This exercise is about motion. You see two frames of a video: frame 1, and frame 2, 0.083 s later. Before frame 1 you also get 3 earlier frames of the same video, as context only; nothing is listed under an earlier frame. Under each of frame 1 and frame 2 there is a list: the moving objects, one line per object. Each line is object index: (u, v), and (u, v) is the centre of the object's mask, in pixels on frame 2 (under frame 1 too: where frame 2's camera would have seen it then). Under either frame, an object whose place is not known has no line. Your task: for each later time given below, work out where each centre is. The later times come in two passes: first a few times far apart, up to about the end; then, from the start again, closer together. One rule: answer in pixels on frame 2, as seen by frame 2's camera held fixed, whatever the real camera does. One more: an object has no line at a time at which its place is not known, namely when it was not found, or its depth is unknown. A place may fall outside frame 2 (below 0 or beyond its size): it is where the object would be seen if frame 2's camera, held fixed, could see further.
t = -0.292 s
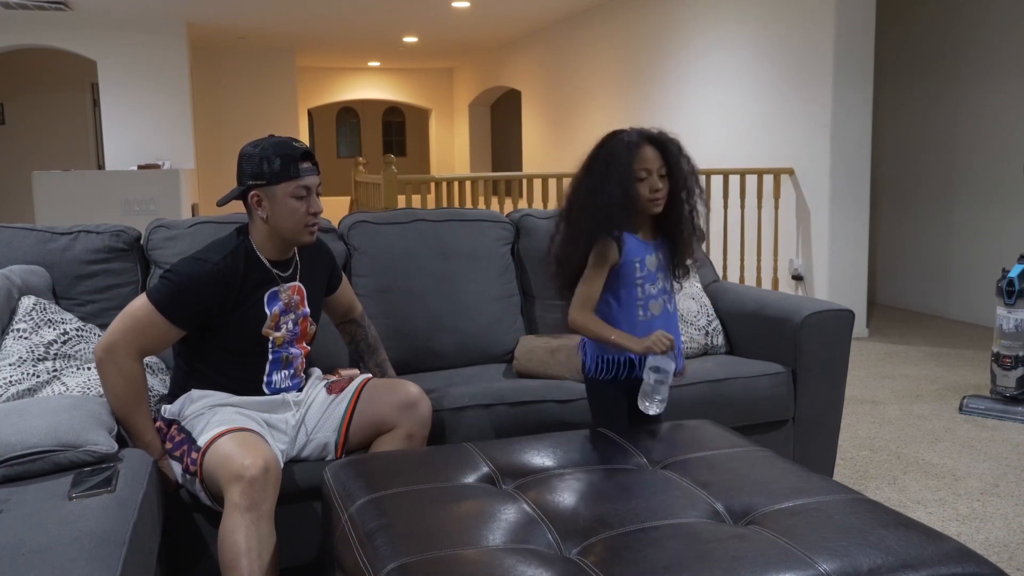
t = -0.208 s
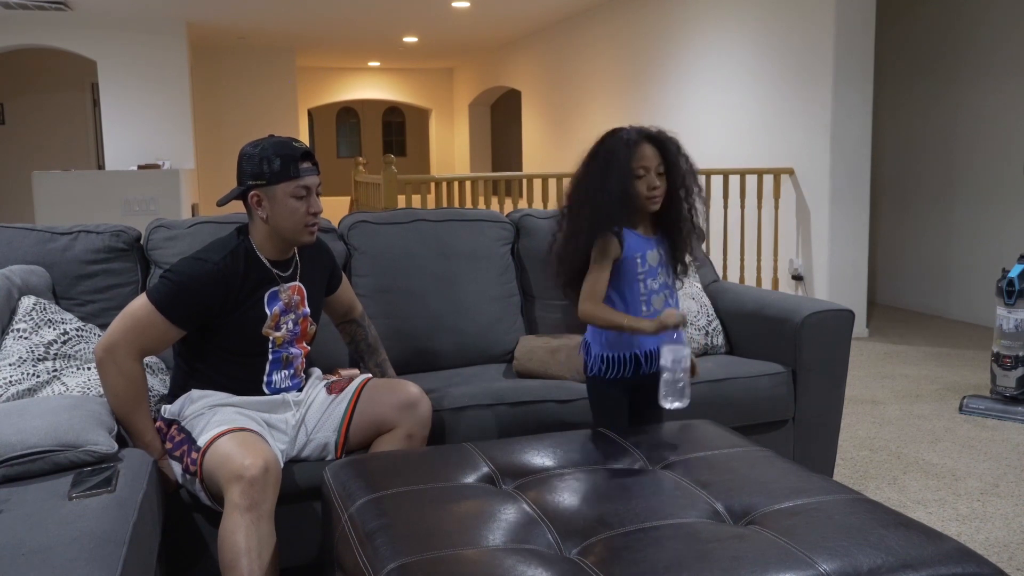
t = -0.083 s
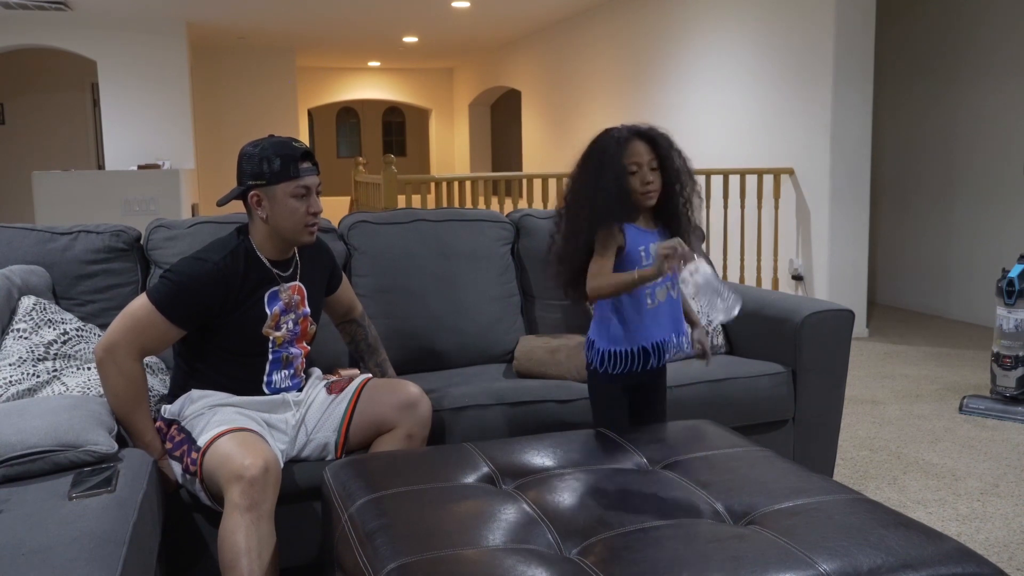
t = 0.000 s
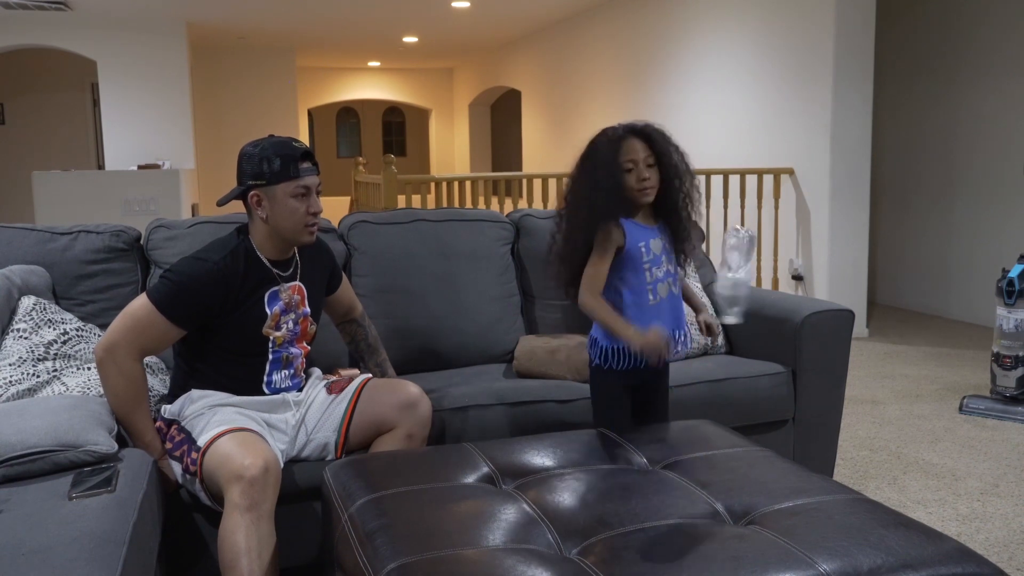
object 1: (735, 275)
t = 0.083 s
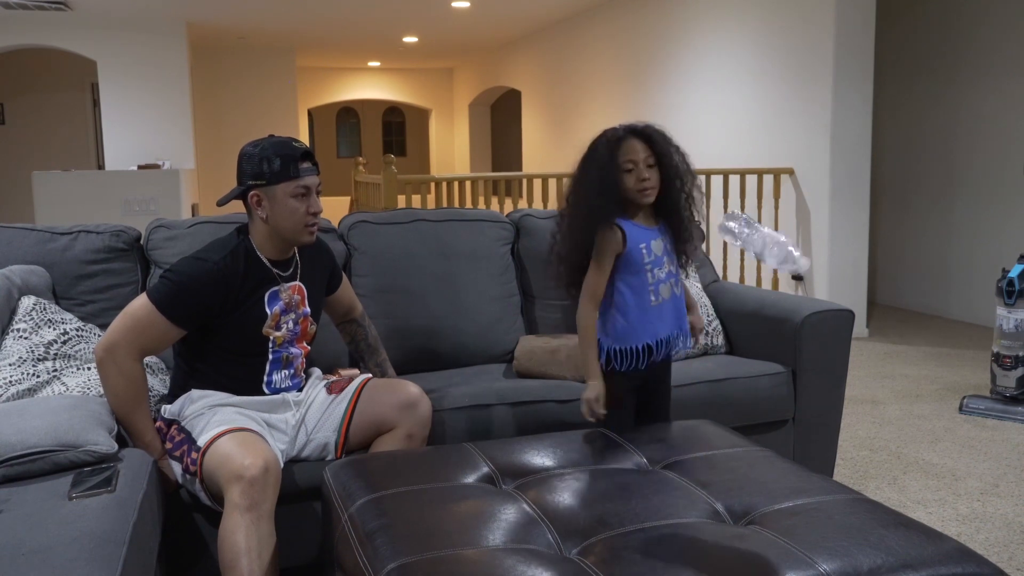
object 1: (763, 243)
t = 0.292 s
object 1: (792, 356)
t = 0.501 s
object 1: (801, 435)
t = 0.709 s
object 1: (800, 435)
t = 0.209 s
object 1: (780, 279)
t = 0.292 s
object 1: (792, 356)
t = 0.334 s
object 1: (797, 411)
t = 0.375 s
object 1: (801, 438)
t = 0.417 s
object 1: (799, 434)
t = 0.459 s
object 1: (801, 434)
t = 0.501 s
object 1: (801, 435)
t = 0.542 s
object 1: (801, 435)
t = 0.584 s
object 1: (800, 435)
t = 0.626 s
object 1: (799, 435)
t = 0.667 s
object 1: (799, 435)
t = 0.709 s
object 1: (800, 435)
